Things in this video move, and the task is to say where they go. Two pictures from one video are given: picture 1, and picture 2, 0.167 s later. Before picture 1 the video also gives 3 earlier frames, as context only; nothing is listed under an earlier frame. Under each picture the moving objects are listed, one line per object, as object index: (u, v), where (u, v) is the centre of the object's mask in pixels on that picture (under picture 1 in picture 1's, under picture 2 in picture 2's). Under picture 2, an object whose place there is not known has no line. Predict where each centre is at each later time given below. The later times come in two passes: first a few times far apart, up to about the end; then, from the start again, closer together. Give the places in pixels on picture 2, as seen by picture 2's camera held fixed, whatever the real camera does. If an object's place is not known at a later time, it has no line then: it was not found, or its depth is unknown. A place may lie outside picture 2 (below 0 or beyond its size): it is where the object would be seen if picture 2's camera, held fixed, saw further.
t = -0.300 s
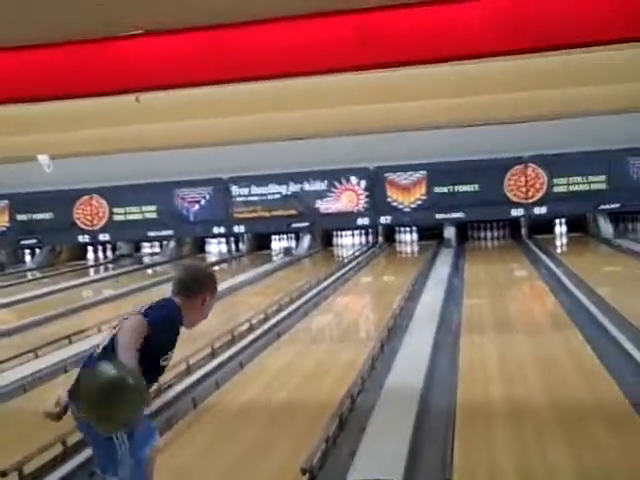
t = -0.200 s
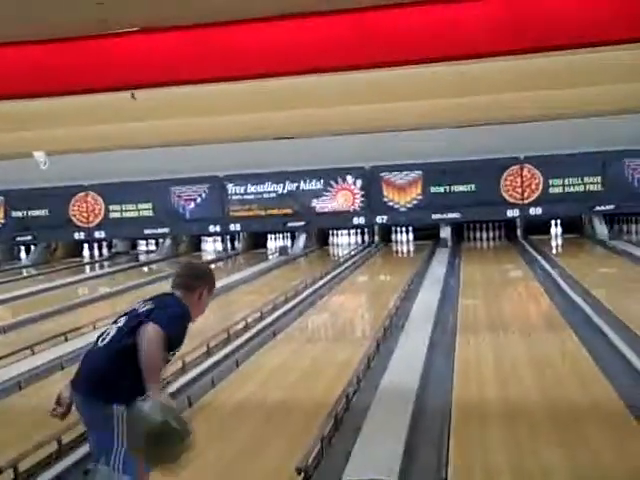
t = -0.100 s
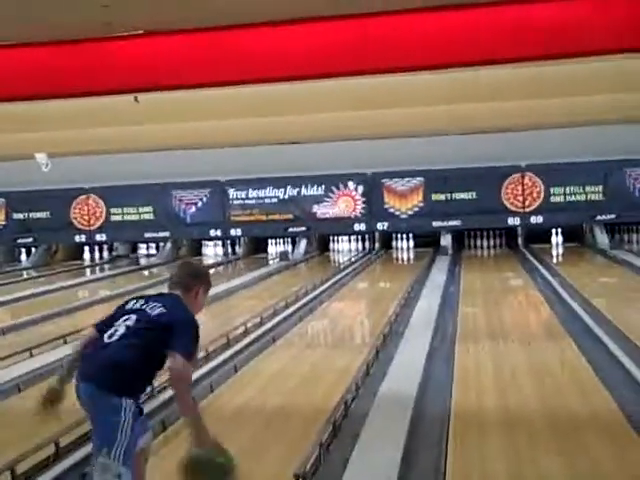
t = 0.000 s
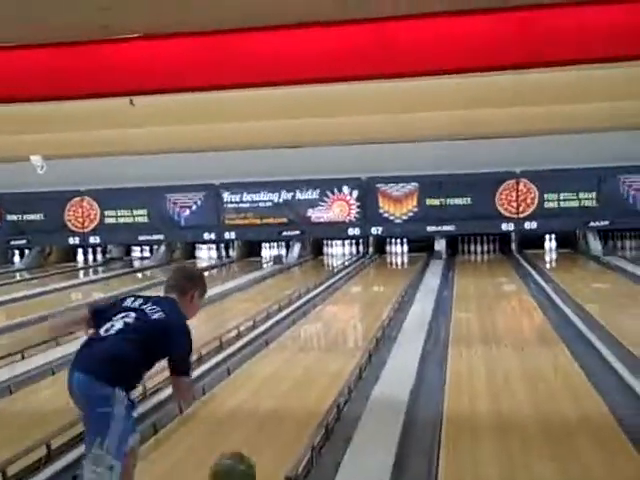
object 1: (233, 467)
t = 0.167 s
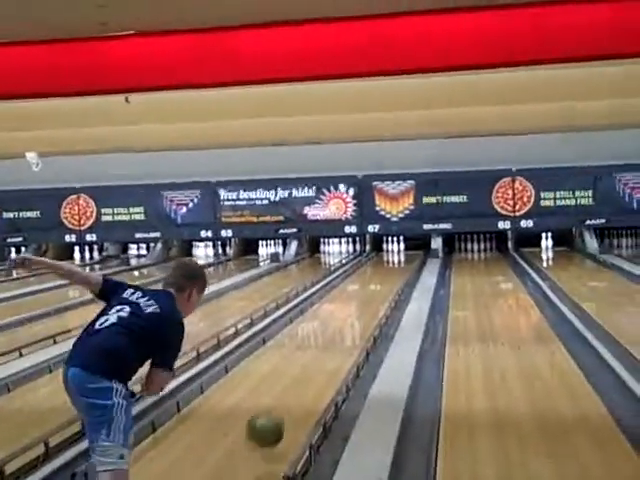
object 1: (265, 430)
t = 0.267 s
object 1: (280, 412)
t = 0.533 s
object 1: (307, 370)
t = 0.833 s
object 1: (325, 336)
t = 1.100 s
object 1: (336, 317)
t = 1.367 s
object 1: (342, 302)
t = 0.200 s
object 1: (270, 421)
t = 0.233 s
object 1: (275, 416)
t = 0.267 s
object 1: (280, 412)
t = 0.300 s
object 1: (285, 410)
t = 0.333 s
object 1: (288, 403)
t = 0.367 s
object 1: (292, 396)
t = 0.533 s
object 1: (307, 370)
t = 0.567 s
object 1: (309, 366)
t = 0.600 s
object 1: (311, 362)
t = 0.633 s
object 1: (314, 357)
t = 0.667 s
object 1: (315, 355)
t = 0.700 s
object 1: (317, 352)
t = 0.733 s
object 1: (320, 347)
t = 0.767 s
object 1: (322, 344)
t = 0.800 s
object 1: (323, 340)
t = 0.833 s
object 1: (325, 336)
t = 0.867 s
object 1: (326, 334)
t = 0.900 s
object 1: (327, 331)
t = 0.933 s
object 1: (329, 329)
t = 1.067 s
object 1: (334, 320)
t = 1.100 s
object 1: (336, 317)
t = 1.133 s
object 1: (336, 316)
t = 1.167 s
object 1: (338, 313)
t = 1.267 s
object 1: (341, 308)
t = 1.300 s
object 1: (342, 307)
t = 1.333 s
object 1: (343, 305)
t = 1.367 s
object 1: (342, 302)
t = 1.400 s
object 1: (344, 302)
